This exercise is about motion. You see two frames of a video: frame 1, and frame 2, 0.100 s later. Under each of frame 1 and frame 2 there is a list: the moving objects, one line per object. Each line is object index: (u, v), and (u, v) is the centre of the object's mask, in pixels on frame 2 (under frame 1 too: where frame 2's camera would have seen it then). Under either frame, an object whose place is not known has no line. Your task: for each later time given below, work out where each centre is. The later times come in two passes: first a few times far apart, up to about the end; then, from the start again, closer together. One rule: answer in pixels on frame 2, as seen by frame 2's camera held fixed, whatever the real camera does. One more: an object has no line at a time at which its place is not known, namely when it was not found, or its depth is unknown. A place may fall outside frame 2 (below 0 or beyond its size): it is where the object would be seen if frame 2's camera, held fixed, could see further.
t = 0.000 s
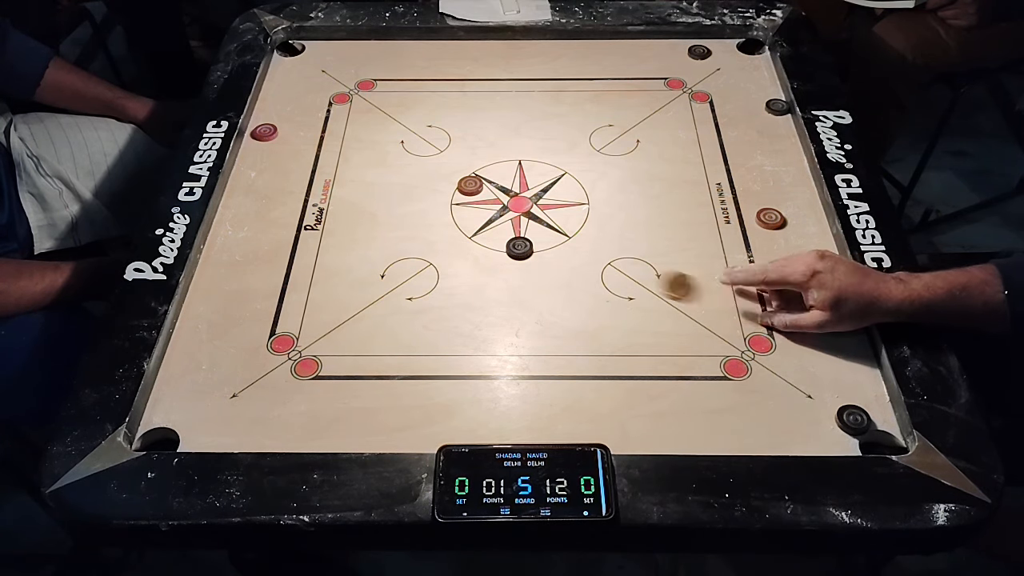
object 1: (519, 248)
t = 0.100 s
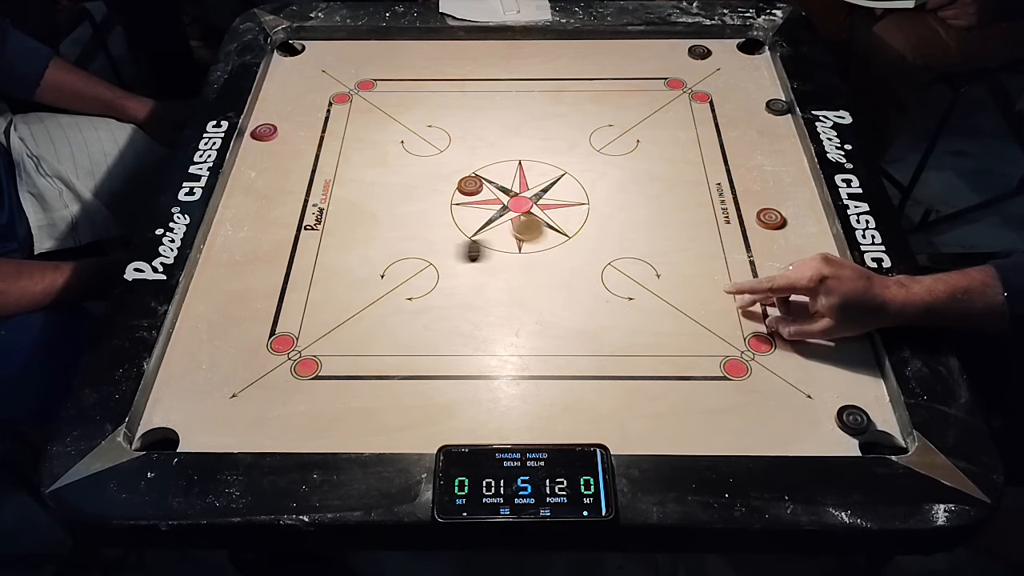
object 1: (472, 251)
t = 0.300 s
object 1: (269, 261)
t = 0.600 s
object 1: (590, 243)
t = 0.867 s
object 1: (759, 234)
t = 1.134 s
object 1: (771, 240)
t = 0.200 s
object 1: (297, 260)
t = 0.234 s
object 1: (241, 263)
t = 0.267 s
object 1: (226, 264)
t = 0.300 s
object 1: (269, 261)
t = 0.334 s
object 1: (311, 259)
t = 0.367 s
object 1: (351, 257)
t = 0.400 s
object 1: (391, 255)
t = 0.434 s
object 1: (428, 252)
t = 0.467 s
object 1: (463, 250)
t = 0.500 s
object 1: (496, 248)
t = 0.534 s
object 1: (529, 246)
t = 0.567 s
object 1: (560, 244)
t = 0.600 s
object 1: (590, 243)
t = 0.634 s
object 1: (617, 241)
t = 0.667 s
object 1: (644, 239)
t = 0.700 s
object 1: (668, 237)
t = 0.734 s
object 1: (692, 235)
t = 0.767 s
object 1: (714, 234)
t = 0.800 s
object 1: (734, 233)
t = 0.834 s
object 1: (752, 231)
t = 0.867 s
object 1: (759, 234)
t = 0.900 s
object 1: (764, 237)
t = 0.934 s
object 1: (768, 239)
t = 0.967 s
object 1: (770, 240)
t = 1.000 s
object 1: (771, 240)
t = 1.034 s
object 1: (771, 240)
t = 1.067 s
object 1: (771, 240)
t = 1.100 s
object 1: (771, 240)
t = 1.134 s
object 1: (771, 240)
